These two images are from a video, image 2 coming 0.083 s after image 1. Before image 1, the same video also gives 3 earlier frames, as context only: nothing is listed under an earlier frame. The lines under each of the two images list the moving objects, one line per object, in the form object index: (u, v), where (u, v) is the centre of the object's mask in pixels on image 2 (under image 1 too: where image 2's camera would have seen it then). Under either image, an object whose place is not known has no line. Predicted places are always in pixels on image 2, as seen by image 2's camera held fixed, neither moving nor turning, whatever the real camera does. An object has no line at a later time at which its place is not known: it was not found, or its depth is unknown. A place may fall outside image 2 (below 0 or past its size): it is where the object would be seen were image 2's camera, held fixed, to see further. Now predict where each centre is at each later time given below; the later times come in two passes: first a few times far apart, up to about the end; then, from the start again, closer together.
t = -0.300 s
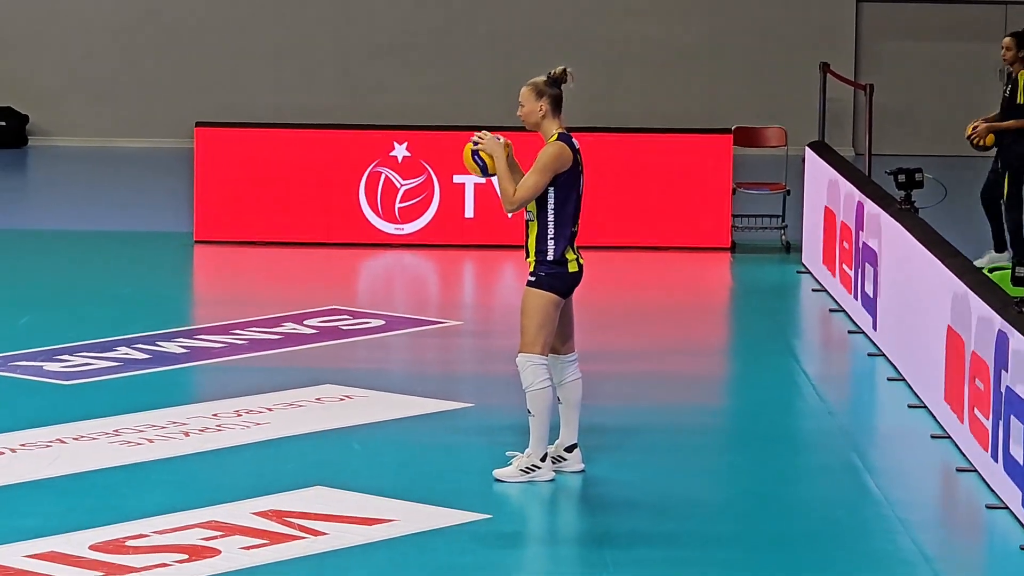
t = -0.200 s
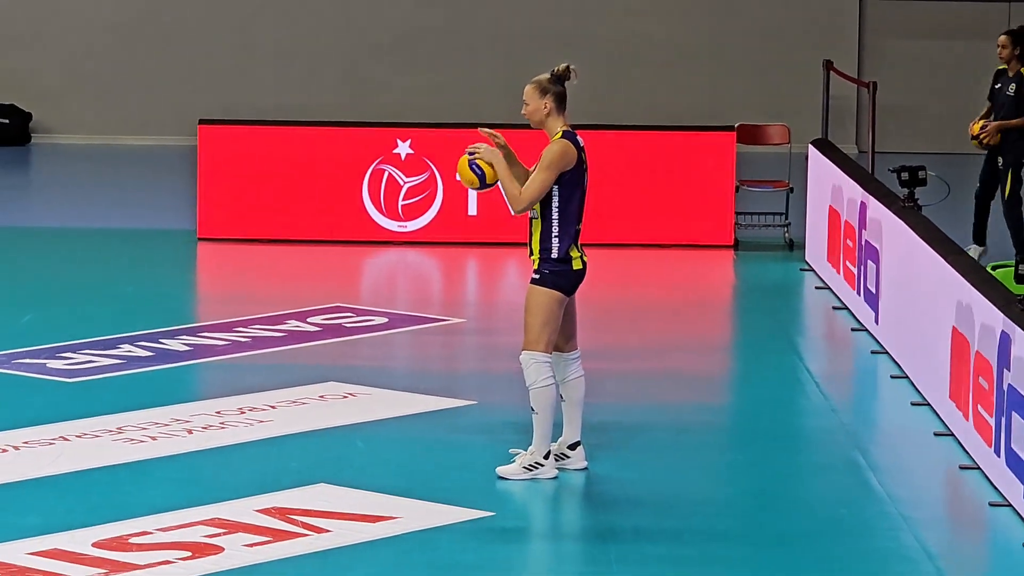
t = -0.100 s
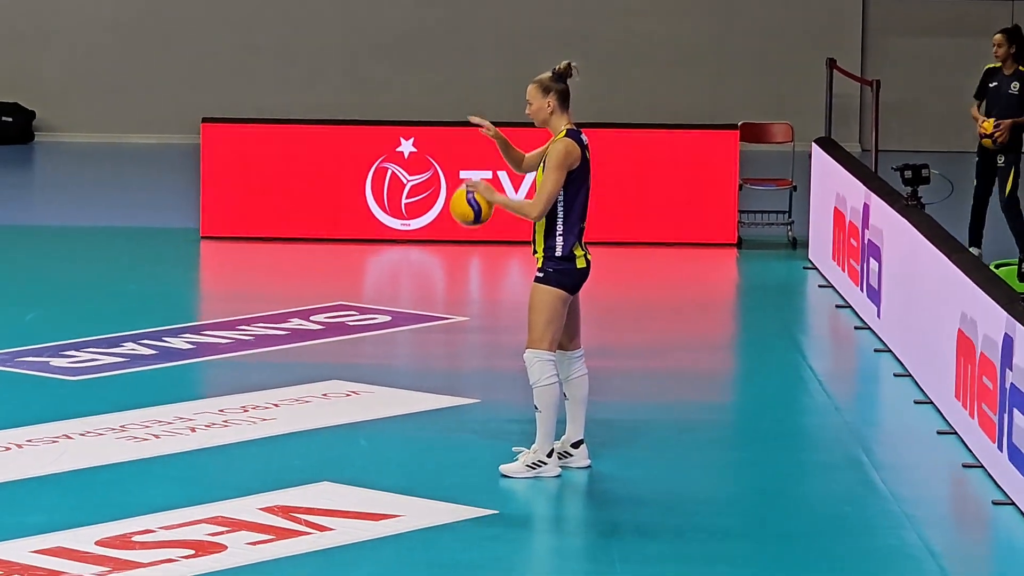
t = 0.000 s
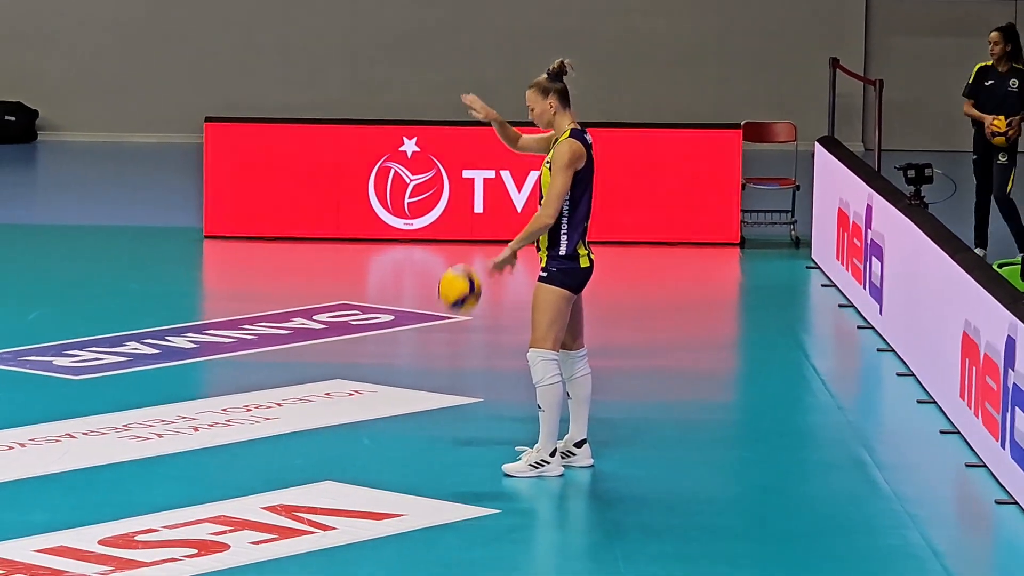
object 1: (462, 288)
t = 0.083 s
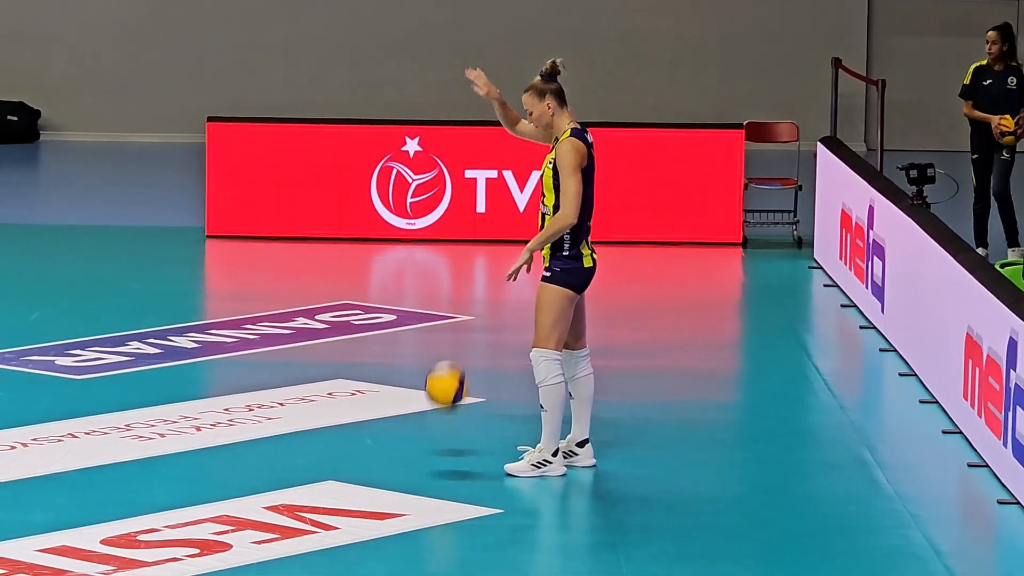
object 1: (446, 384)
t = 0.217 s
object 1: (444, 359)
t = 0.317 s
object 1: (451, 284)
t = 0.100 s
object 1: (443, 407)
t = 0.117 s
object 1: (440, 430)
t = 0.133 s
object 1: (439, 438)
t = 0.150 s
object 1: (440, 422)
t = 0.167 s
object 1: (441, 405)
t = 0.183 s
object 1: (442, 388)
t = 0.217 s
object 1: (444, 359)
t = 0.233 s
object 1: (445, 346)
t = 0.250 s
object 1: (446, 333)
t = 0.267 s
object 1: (448, 320)
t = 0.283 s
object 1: (449, 307)
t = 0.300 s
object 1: (450, 295)
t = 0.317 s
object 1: (451, 284)
